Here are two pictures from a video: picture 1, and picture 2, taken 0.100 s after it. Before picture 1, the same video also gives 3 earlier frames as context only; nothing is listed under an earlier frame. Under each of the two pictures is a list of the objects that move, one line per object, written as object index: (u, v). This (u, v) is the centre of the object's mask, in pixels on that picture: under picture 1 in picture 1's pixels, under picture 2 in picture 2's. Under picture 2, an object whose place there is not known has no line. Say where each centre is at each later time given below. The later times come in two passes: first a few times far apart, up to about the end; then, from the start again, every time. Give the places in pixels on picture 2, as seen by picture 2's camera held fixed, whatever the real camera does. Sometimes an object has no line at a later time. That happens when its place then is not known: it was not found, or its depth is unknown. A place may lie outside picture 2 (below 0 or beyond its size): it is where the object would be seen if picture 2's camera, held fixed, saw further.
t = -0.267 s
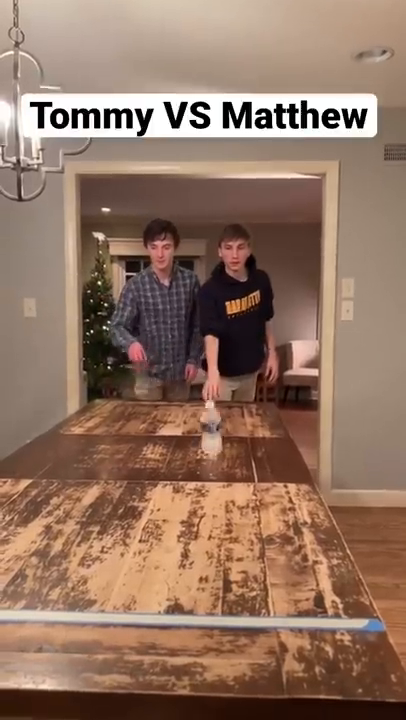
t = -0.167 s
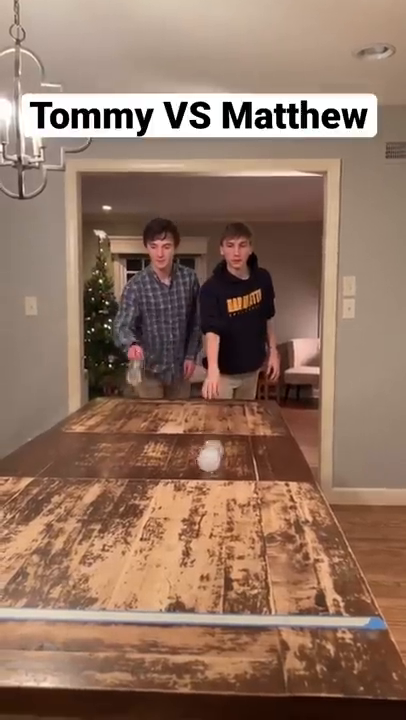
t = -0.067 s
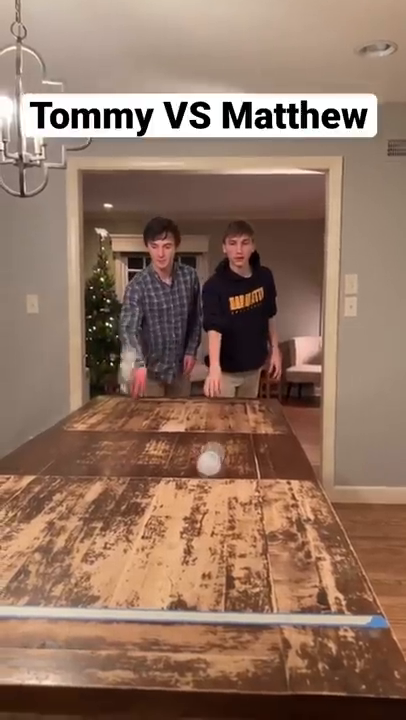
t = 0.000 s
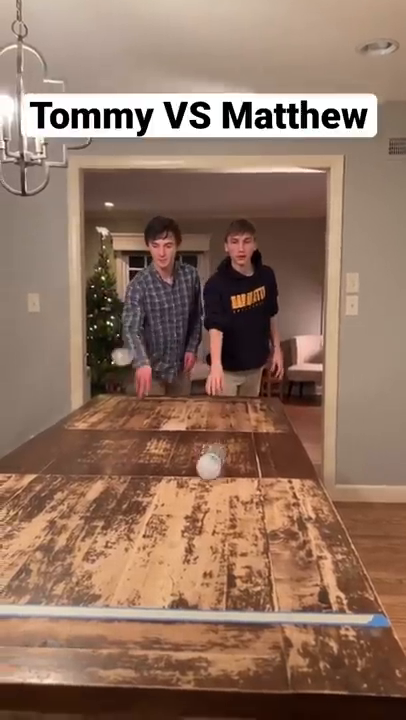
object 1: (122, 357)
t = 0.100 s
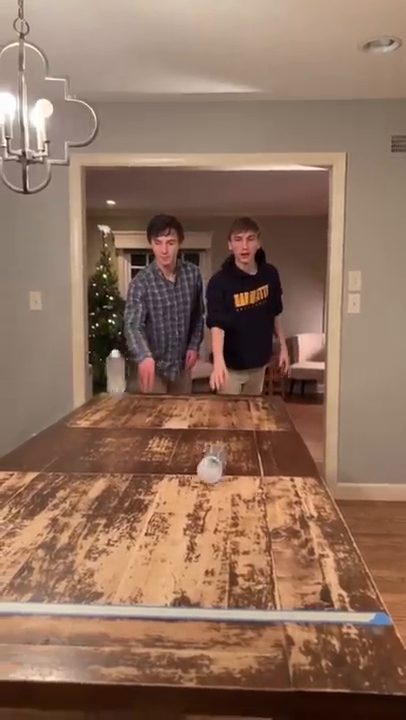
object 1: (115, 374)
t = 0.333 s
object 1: (85, 437)
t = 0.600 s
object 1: (44, 473)
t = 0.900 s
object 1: (4, 511)
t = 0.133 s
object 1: (112, 389)
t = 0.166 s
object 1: (108, 408)
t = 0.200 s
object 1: (104, 419)
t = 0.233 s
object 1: (100, 423)
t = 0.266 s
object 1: (97, 428)
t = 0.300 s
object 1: (90, 432)
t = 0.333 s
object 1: (85, 437)
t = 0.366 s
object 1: (80, 440)
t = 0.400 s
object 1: (75, 444)
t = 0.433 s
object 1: (70, 449)
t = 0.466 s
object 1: (65, 453)
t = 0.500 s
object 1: (60, 458)
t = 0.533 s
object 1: (54, 463)
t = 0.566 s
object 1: (49, 469)
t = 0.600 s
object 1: (44, 473)
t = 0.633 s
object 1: (39, 478)
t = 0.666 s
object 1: (34, 482)
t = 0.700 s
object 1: (29, 487)
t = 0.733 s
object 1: (25, 493)
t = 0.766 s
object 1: (20, 496)
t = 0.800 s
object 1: (16, 500)
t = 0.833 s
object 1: (12, 505)
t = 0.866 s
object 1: (7, 509)
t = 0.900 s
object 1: (4, 511)
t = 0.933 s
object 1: (1, 515)
